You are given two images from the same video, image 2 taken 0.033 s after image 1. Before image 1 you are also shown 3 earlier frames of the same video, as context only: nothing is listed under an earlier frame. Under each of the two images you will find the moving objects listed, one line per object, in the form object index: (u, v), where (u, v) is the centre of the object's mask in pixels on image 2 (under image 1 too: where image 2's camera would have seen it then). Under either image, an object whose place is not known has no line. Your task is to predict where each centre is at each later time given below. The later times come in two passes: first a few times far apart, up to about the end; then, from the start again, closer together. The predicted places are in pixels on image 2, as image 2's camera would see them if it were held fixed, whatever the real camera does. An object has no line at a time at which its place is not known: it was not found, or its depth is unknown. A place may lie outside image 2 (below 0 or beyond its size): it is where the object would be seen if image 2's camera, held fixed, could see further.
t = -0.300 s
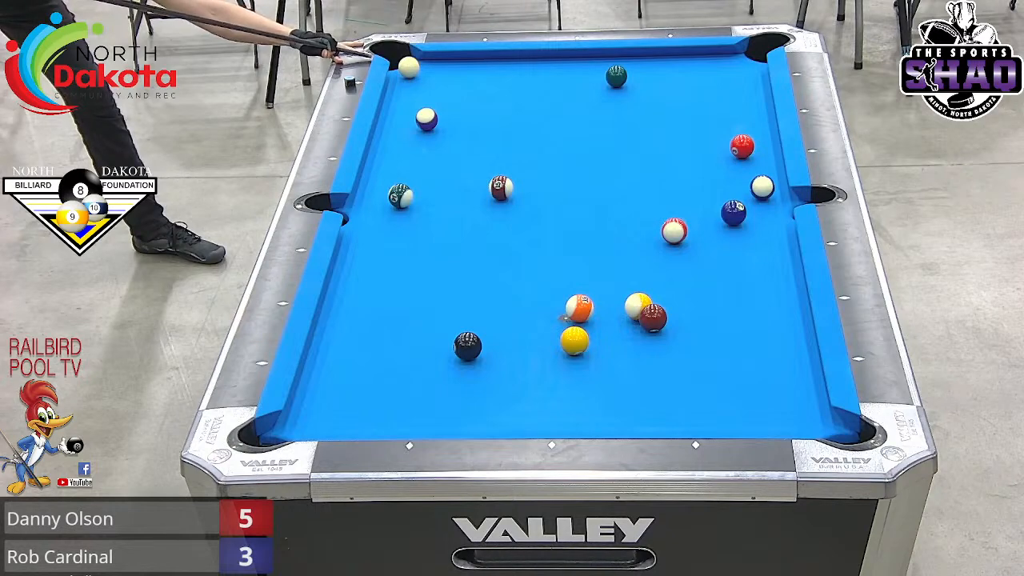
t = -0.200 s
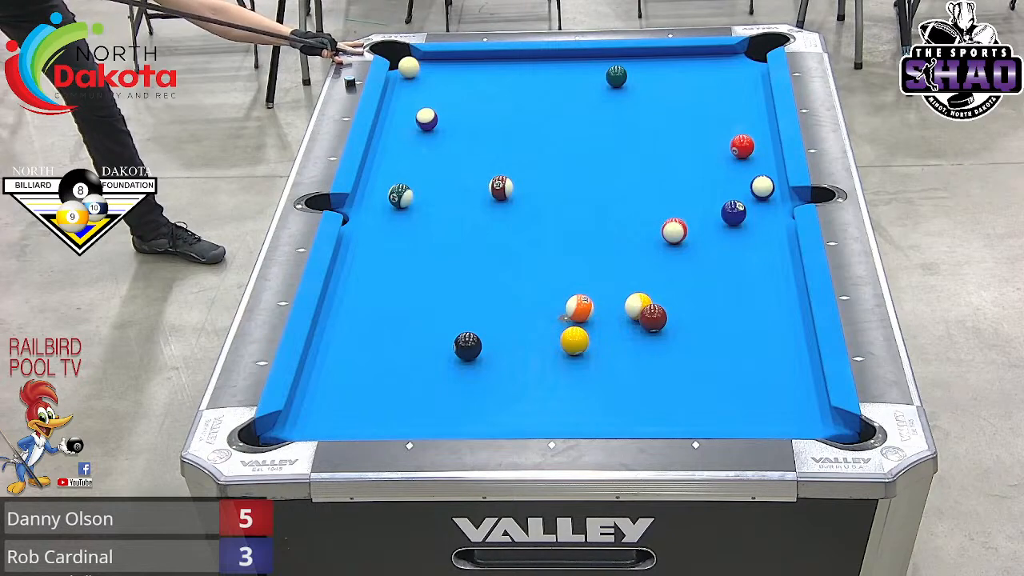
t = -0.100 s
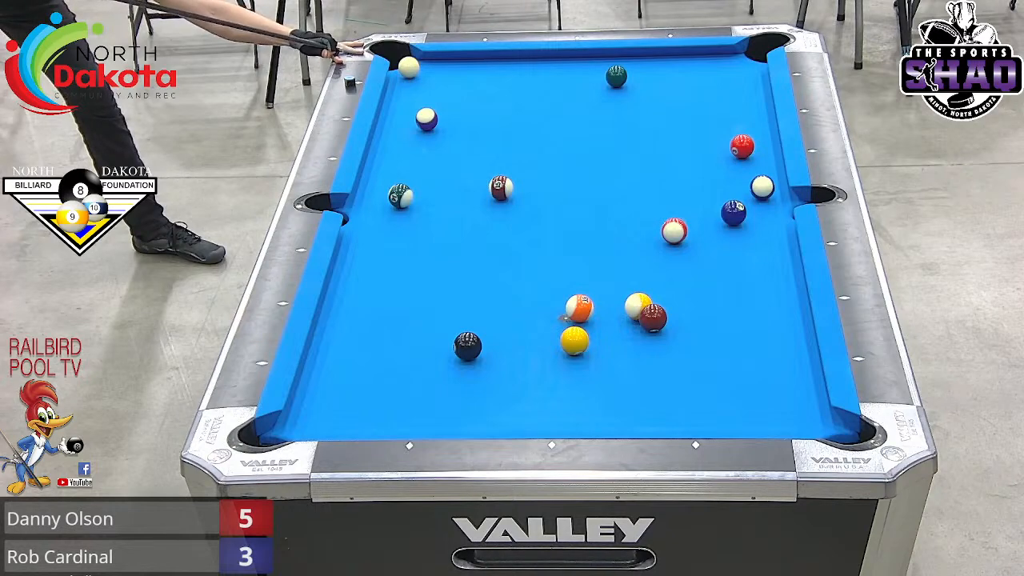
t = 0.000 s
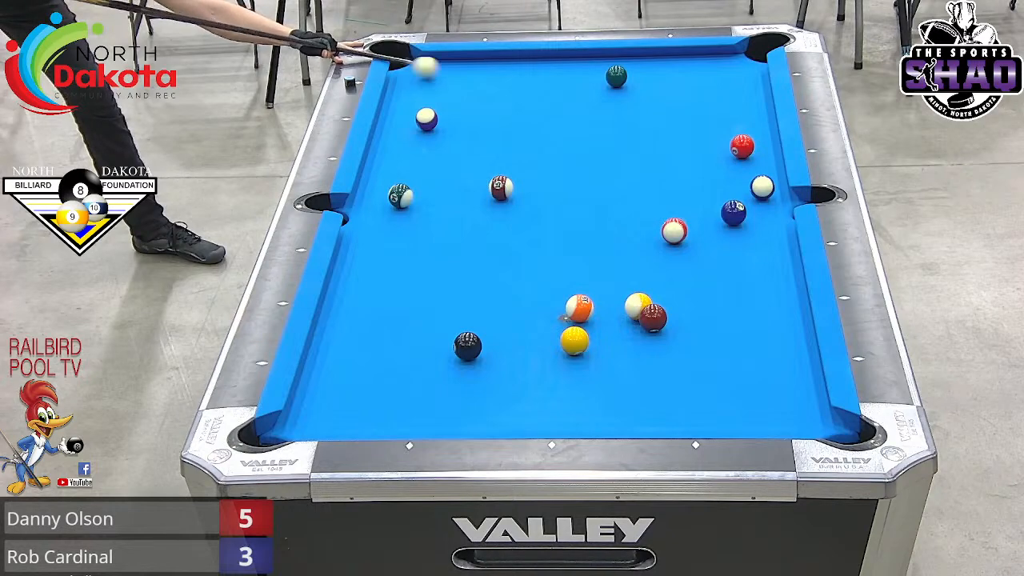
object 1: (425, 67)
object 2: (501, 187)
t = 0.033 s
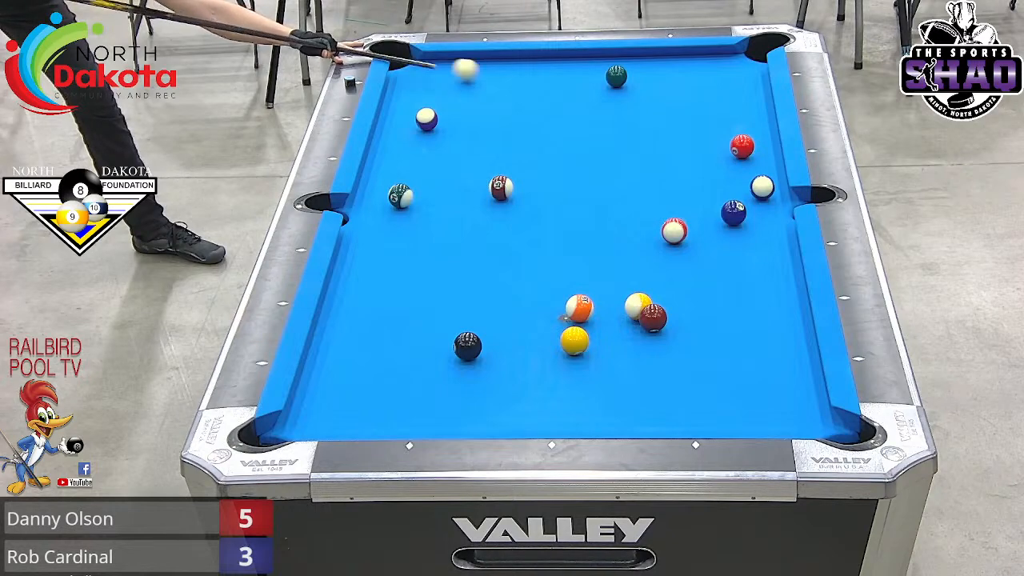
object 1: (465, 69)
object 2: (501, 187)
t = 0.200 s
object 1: (621, 93)
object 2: (501, 187)
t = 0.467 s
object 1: (748, 136)
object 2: (501, 187)
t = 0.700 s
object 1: (738, 139)
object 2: (501, 187)
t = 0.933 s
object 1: (703, 146)
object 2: (501, 187)
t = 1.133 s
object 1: (675, 152)
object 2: (501, 187)
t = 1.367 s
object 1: (643, 158)
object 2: (501, 187)
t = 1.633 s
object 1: (609, 165)
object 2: (501, 187)
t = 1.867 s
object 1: (580, 170)
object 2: (501, 187)
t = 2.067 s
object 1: (557, 175)
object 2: (501, 187)
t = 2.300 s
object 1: (531, 180)
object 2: (500, 187)
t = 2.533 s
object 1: (517, 181)
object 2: (493, 189)
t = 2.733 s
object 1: (513, 181)
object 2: (482, 192)
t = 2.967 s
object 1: (509, 182)
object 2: (472, 196)
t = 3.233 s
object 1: (508, 182)
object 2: (463, 198)
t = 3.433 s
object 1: (508, 182)
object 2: (457, 200)
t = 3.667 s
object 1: (508, 182)
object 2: (453, 201)
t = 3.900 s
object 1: (508, 182)
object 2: (450, 202)
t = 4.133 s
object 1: (508, 182)
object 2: (449, 203)
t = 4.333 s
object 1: (508, 182)
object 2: (448, 203)
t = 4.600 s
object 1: (508, 182)
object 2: (449, 203)
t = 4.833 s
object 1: (508, 182)
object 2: (449, 203)
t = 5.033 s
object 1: (508, 182)
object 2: (449, 203)
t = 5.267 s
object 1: (508, 182)
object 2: (448, 203)
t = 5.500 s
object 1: (508, 182)
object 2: (448, 203)
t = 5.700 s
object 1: (508, 182)
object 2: (448, 203)
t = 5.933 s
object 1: (508, 182)
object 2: (448, 203)
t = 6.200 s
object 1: (508, 182)
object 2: (448, 203)
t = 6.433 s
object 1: (508, 182)
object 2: (448, 203)
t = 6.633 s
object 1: (508, 182)
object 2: (448, 203)
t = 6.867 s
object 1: (508, 182)
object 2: (448, 203)
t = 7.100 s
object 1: (508, 182)
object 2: (448, 203)
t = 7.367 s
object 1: (508, 182)
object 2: (448, 203)
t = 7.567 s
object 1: (508, 182)
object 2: (448, 203)
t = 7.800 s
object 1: (508, 182)
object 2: (448, 203)
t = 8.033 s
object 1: (508, 182)
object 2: (448, 203)
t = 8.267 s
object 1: (508, 182)
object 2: (448, 203)
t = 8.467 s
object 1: (508, 182)
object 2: (448, 203)
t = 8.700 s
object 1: (508, 182)
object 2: (448, 203)
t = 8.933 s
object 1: (508, 182)
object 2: (448, 203)
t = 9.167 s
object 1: (508, 182)
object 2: (448, 203)
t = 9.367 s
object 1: (508, 182)
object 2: (448, 203)
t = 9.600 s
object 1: (508, 182)
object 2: (448, 203)
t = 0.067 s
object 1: (505, 73)
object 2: (501, 187)
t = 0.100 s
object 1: (545, 76)
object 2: (501, 187)
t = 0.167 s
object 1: (606, 85)
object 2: (501, 187)
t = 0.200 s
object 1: (621, 93)
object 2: (501, 187)
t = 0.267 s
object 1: (654, 110)
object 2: (501, 187)
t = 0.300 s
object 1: (673, 117)
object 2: (501, 187)
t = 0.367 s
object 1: (713, 133)
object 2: (501, 187)
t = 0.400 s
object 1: (730, 137)
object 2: (501, 187)
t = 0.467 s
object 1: (748, 136)
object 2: (501, 187)
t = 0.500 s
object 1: (757, 136)
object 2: (501, 187)
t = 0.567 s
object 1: (762, 136)
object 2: (501, 187)
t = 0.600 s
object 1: (755, 136)
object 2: (501, 187)
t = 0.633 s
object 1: (748, 137)
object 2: (501, 187)
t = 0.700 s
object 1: (738, 139)
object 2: (501, 187)
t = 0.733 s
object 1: (733, 140)
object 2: (501, 187)
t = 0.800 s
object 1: (723, 142)
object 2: (501, 187)
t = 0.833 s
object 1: (718, 143)
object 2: (501, 187)
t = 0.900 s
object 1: (708, 146)
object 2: (501, 187)
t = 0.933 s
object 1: (703, 146)
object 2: (501, 187)
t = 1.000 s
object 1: (694, 148)
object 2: (501, 187)
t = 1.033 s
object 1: (689, 149)
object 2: (501, 187)
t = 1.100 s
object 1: (680, 151)
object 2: (501, 187)
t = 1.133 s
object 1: (675, 152)
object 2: (501, 187)
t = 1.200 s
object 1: (666, 154)
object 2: (501, 187)
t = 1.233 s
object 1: (661, 155)
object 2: (501, 187)
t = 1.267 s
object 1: (657, 156)
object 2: (501, 187)
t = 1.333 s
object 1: (648, 157)
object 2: (501, 187)
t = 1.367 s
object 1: (643, 158)
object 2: (501, 187)
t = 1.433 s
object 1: (634, 160)
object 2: (501, 187)
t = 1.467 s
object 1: (630, 161)
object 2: (501, 187)
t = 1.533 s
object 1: (621, 163)
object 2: (501, 187)
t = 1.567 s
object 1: (617, 163)
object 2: (501, 187)
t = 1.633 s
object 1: (609, 165)
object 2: (501, 187)
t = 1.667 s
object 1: (604, 166)
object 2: (501, 187)
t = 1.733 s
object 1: (596, 167)
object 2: (501, 187)
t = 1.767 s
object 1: (592, 168)
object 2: (501, 187)
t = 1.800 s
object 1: (588, 169)
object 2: (501, 187)
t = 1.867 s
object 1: (580, 170)
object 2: (501, 187)
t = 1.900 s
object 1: (576, 171)
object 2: (501, 187)
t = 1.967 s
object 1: (568, 172)
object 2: (501, 187)
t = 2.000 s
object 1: (564, 173)
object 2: (501, 187)
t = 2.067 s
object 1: (557, 175)
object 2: (501, 187)
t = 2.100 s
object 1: (553, 175)
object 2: (501, 187)
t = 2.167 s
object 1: (545, 177)
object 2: (501, 187)
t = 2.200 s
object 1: (542, 178)
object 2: (501, 187)
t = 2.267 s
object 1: (535, 179)
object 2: (501, 187)
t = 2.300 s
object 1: (531, 180)
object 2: (500, 187)
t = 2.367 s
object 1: (524, 181)
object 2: (500, 187)
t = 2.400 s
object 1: (522, 181)
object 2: (500, 187)
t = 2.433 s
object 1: (520, 181)
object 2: (498, 188)
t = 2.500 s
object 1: (518, 181)
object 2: (494, 189)
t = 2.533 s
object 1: (517, 181)
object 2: (493, 189)
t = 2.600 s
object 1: (516, 181)
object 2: (489, 191)
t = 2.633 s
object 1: (515, 181)
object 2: (487, 191)
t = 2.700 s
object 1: (513, 181)
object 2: (484, 192)
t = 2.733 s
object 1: (513, 181)
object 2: (482, 192)
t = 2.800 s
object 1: (512, 181)
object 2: (479, 193)
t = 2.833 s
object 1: (511, 181)
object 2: (477, 194)
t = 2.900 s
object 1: (510, 181)
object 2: (474, 195)
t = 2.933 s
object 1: (510, 182)
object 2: (473, 195)
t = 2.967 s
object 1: (509, 182)
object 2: (472, 196)
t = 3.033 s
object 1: (509, 182)
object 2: (469, 196)
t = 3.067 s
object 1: (509, 182)
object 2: (468, 197)
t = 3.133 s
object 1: (509, 182)
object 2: (466, 197)
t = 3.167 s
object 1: (508, 182)
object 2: (465, 198)
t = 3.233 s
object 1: (508, 182)
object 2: (463, 198)
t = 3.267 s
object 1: (508, 182)
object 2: (462, 198)
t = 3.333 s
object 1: (508, 182)
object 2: (460, 199)
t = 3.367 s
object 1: (508, 182)
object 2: (459, 199)
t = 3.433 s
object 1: (508, 182)
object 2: (457, 200)
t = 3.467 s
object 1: (508, 182)
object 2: (456, 200)
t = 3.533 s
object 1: (508, 182)
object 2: (455, 200)
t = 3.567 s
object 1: (508, 182)
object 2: (454, 200)
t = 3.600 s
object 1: (508, 182)
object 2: (454, 201)
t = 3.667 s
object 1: (508, 182)
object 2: (453, 201)
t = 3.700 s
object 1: (508, 182)
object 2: (452, 201)
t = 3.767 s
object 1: (508, 182)
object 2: (451, 202)
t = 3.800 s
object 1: (508, 182)
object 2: (451, 202)
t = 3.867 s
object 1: (508, 182)
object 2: (450, 202)
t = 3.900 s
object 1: (508, 182)
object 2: (450, 202)
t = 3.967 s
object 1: (508, 182)
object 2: (449, 203)
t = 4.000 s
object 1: (508, 182)
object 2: (449, 203)
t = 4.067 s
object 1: (508, 182)
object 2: (449, 203)
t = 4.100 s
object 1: (508, 182)
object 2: (449, 203)
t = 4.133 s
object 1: (508, 182)
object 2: (449, 203)
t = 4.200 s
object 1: (508, 182)
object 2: (449, 203)
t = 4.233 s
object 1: (508, 182)
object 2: (449, 203)
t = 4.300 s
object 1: (508, 182)
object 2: (448, 203)
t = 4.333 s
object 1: (508, 182)
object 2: (448, 203)
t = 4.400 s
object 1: (508, 182)
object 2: (449, 203)
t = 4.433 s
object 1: (508, 182)
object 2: (449, 203)
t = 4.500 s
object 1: (508, 182)
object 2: (449, 203)
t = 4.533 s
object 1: (508, 182)
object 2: (449, 203)
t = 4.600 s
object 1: (508, 182)
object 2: (449, 203)
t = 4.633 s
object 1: (508, 182)
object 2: (449, 203)
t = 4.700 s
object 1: (508, 182)
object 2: (449, 203)
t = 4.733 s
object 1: (508, 182)
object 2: (449, 203)
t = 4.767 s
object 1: (508, 182)
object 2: (449, 203)
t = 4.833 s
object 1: (508, 182)
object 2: (449, 203)
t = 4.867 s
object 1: (508, 182)
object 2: (449, 203)
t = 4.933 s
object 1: (508, 182)
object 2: (449, 203)
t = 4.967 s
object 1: (508, 182)
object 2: (449, 203)
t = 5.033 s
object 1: (508, 182)
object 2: (449, 203)
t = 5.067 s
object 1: (508, 182)
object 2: (448, 203)
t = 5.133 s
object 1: (508, 182)
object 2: (449, 203)
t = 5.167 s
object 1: (508, 182)
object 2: (449, 203)
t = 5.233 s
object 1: (508, 182)
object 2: (448, 203)
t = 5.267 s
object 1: (508, 182)
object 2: (448, 203)
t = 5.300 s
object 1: (508, 182)
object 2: (448, 203)
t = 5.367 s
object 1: (508, 182)
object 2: (448, 203)
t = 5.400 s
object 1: (508, 182)
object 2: (448, 203)
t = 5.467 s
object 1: (508, 182)
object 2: (448, 203)
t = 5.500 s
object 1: (508, 182)
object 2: (448, 203)
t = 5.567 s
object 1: (508, 182)
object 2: (448, 203)
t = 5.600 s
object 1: (508, 182)
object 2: (448, 203)
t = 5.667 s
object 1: (508, 182)
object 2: (448, 203)
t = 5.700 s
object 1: (508, 182)
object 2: (448, 203)
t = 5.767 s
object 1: (508, 182)
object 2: (448, 203)
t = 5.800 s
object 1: (508, 182)
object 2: (448, 203)
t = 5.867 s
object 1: (508, 182)
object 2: (448, 203)
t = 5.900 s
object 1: (508, 182)
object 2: (448, 203)
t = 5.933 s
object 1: (508, 182)
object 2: (448, 203)
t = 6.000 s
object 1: (508, 182)
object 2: (448, 203)
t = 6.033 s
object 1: (508, 182)
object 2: (448, 203)
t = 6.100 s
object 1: (508, 182)
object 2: (448, 203)
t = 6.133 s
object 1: (508, 182)
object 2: (448, 203)
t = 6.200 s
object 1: (508, 182)
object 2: (448, 203)
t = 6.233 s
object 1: (508, 182)
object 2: (448, 203)
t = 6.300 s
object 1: (508, 182)
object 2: (448, 203)
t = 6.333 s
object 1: (508, 182)
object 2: (448, 203)
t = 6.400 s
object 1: (508, 182)
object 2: (448, 203)
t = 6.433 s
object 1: (508, 182)
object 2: (448, 203)
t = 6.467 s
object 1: (508, 182)
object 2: (448, 203)
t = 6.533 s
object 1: (508, 182)
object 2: (448, 203)
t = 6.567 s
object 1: (508, 182)
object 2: (448, 203)
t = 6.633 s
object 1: (508, 182)
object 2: (448, 203)
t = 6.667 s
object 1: (508, 182)
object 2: (448, 203)
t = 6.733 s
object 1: (508, 182)
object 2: (448, 203)
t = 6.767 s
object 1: (508, 182)
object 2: (448, 203)
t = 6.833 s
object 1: (508, 182)
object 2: (448, 203)
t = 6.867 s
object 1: (508, 182)
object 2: (448, 203)
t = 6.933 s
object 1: (508, 182)
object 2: (448, 203)
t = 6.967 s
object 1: (508, 182)
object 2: (448, 203)
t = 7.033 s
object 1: (508, 182)
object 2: (448, 203)
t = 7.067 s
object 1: (508, 182)
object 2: (448, 203)
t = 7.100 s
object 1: (508, 182)
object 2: (448, 203)
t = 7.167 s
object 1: (508, 182)
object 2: (448, 203)
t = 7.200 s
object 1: (508, 182)
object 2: (448, 203)
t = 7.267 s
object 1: (508, 182)
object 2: (448, 203)
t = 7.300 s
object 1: (508, 182)
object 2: (448, 203)
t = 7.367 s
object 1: (508, 182)
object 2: (448, 203)
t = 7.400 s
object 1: (508, 182)
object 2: (448, 203)
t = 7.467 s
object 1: (508, 182)
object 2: (448, 203)
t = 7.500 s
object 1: (508, 182)
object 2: (448, 203)
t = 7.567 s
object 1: (508, 182)
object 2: (448, 203)
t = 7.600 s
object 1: (508, 182)
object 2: (448, 203)
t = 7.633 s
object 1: (508, 182)
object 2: (448, 203)
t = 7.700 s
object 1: (508, 182)
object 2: (448, 203)
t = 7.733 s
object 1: (508, 182)
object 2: (448, 203)
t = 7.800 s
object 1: (508, 182)
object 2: (448, 203)
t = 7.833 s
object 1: (508, 182)
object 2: (448, 203)
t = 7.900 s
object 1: (508, 182)
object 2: (448, 203)
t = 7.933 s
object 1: (508, 182)
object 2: (448, 203)
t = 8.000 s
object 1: (508, 182)
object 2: (448, 203)
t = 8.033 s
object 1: (508, 182)
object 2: (448, 203)
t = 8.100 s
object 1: (508, 182)
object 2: (448, 203)
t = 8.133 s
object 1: (508, 182)
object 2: (448, 203)
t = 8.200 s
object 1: (508, 182)
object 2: (448, 203)
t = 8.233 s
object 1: (508, 182)
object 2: (448, 203)
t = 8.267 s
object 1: (508, 182)
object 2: (448, 203)
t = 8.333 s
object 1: (508, 182)
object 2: (448, 203)
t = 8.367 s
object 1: (508, 182)
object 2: (448, 203)
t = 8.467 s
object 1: (508, 182)
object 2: (448, 203)
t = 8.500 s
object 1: (508, 182)
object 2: (448, 203)
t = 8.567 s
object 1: (508, 182)
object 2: (448, 203)
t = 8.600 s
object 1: (508, 182)
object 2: (448, 203)
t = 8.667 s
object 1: (508, 182)
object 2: (448, 203)
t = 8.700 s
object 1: (508, 182)
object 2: (448, 203)
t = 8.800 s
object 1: (508, 182)
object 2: (448, 203)
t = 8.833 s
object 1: (508, 182)
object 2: (448, 203)
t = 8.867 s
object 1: (508, 182)
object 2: (448, 203)
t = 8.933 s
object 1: (508, 182)
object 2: (448, 203)
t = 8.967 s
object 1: (508, 182)
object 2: (448, 203)
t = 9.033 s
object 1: (508, 182)
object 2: (448, 203)
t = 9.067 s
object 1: (508, 182)
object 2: (448, 203)
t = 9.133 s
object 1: (508, 182)
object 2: (448, 203)
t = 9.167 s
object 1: (508, 182)
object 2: (448, 203)
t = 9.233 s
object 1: (508, 182)
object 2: (448, 203)
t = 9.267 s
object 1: (508, 182)
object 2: (448, 203)
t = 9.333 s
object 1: (508, 182)
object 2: (448, 203)
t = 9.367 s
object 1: (508, 182)
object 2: (448, 203)
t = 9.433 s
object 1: (508, 182)
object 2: (448, 203)
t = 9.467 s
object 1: (508, 182)
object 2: (448, 203)
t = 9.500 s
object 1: (508, 182)
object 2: (448, 203)
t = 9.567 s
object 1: (508, 182)
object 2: (448, 203)
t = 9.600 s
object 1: (508, 182)
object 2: (448, 203)
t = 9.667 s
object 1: (508, 182)
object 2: (448, 203)
